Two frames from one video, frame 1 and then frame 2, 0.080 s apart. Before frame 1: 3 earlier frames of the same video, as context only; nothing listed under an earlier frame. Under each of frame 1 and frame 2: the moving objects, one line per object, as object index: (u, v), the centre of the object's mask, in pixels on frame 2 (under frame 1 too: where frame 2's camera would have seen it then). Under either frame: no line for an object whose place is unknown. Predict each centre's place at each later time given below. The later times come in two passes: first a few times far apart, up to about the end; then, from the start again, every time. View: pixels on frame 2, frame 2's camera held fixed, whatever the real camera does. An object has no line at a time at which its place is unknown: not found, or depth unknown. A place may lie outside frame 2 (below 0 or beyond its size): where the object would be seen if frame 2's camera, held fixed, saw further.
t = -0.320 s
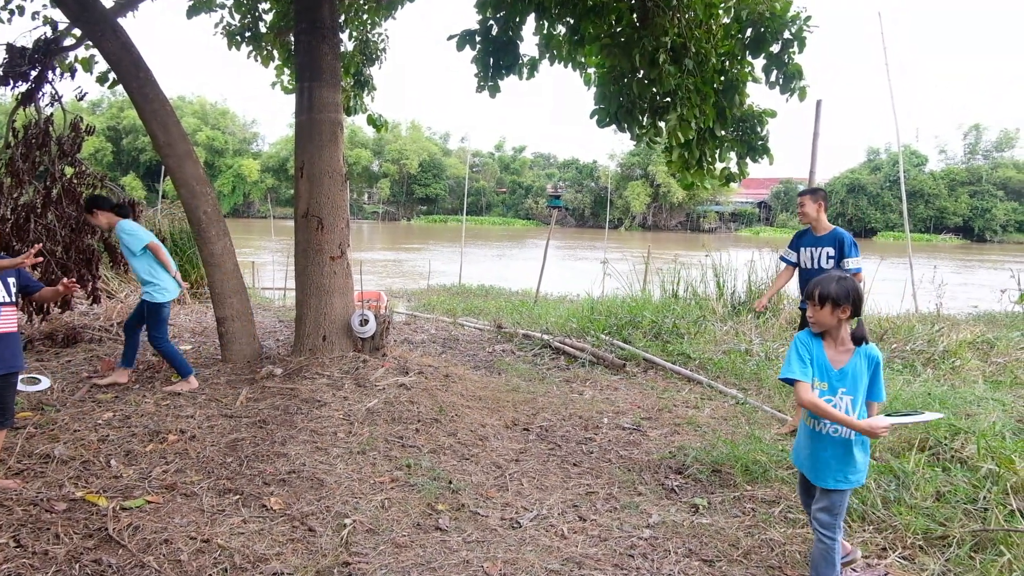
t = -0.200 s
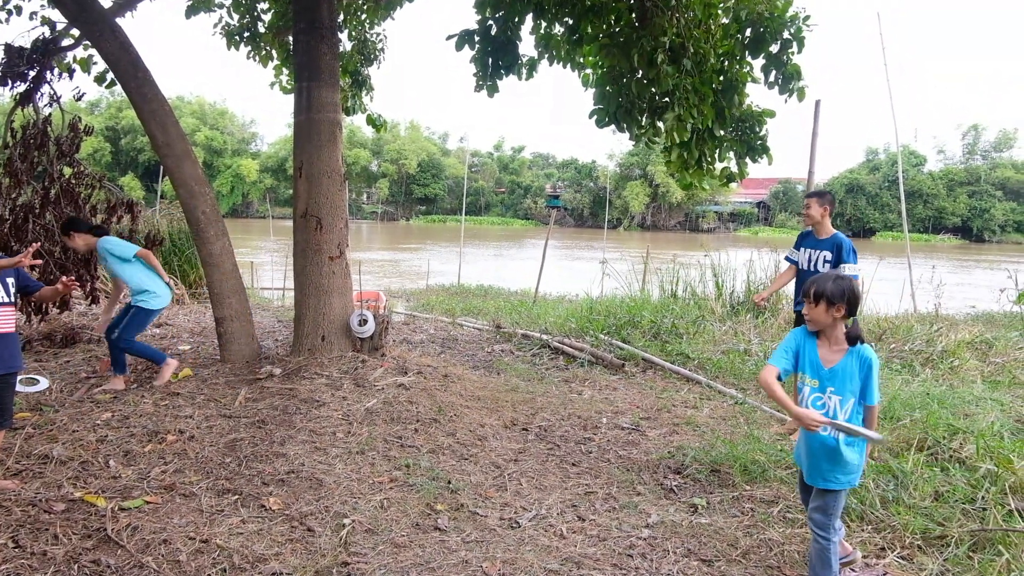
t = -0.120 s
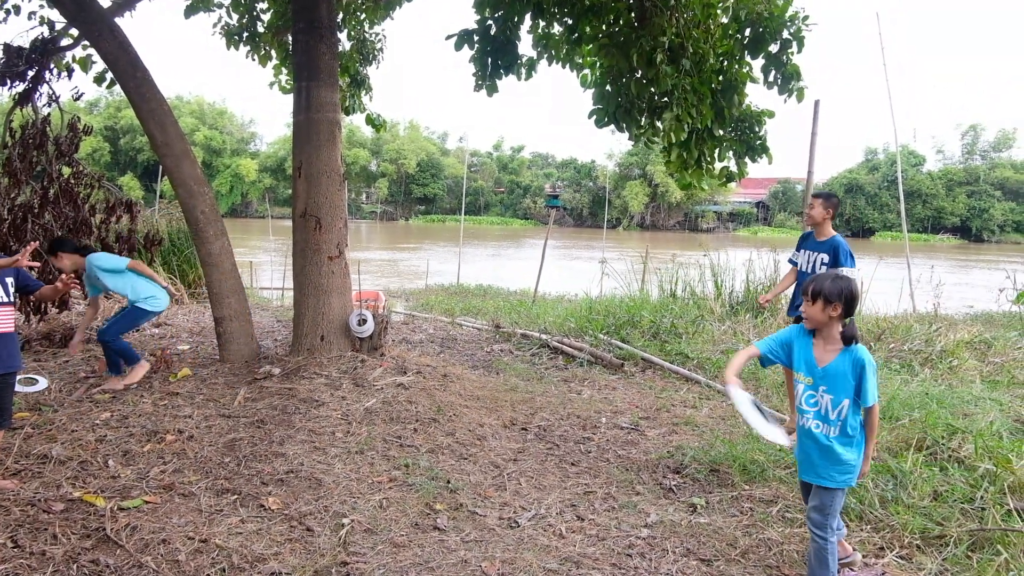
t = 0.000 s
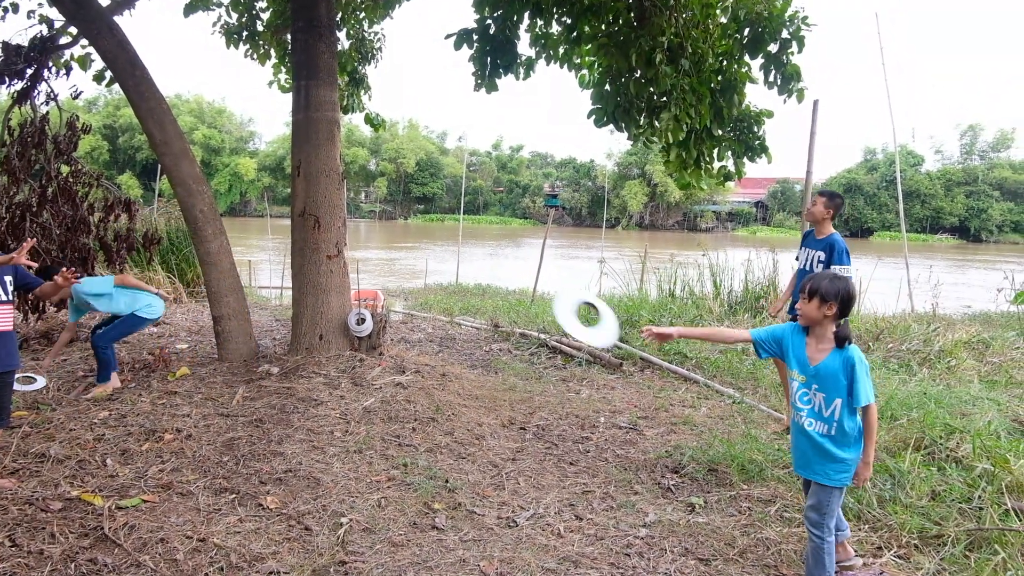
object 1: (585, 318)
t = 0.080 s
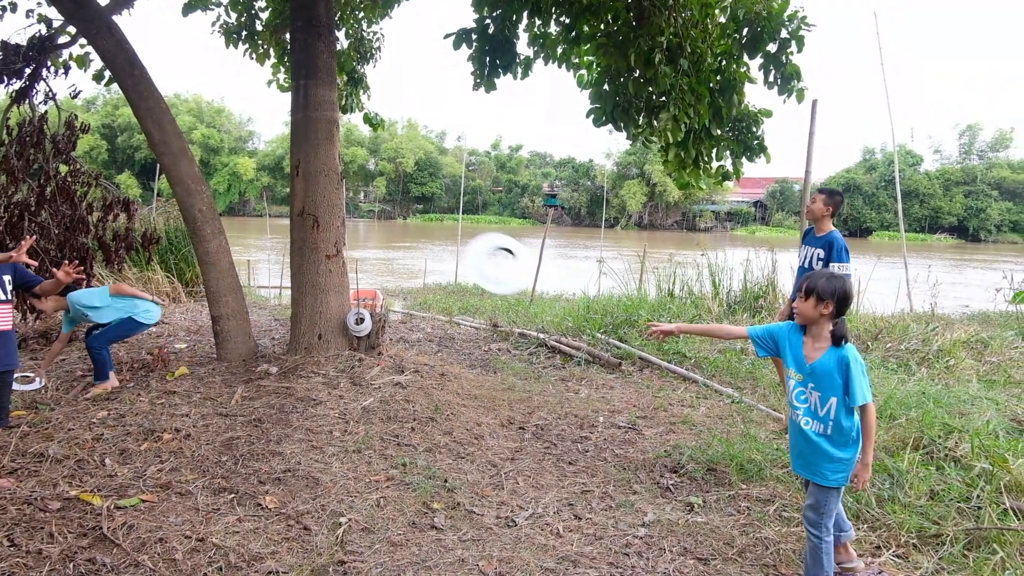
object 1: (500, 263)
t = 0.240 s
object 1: (349, 199)
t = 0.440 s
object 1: (161, 204)
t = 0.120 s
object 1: (460, 240)
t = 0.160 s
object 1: (423, 223)
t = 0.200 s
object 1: (386, 209)
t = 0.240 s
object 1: (349, 199)
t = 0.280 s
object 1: (312, 192)
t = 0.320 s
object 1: (275, 189)
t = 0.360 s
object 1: (237, 190)
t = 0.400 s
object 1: (199, 195)
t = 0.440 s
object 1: (161, 204)
